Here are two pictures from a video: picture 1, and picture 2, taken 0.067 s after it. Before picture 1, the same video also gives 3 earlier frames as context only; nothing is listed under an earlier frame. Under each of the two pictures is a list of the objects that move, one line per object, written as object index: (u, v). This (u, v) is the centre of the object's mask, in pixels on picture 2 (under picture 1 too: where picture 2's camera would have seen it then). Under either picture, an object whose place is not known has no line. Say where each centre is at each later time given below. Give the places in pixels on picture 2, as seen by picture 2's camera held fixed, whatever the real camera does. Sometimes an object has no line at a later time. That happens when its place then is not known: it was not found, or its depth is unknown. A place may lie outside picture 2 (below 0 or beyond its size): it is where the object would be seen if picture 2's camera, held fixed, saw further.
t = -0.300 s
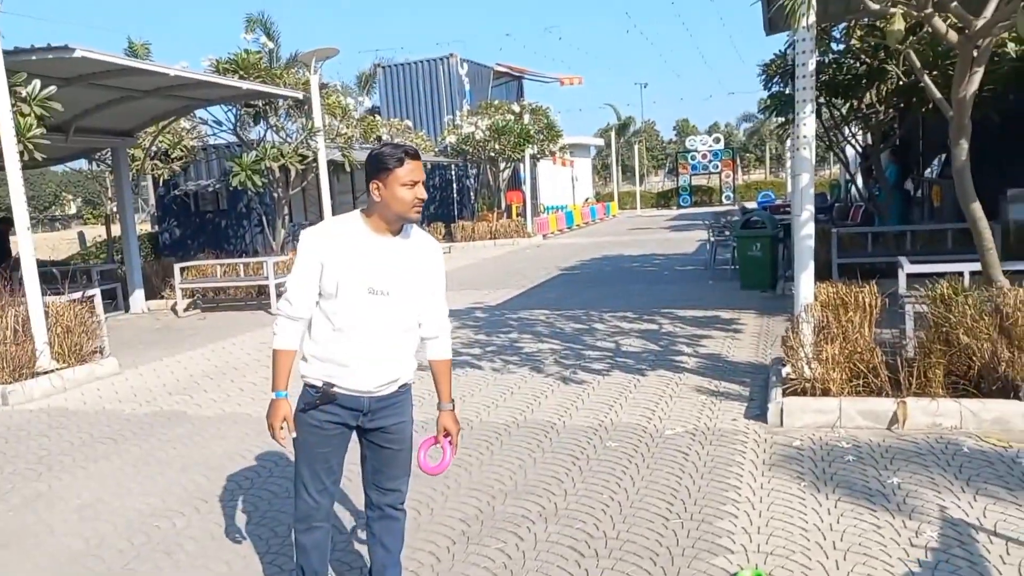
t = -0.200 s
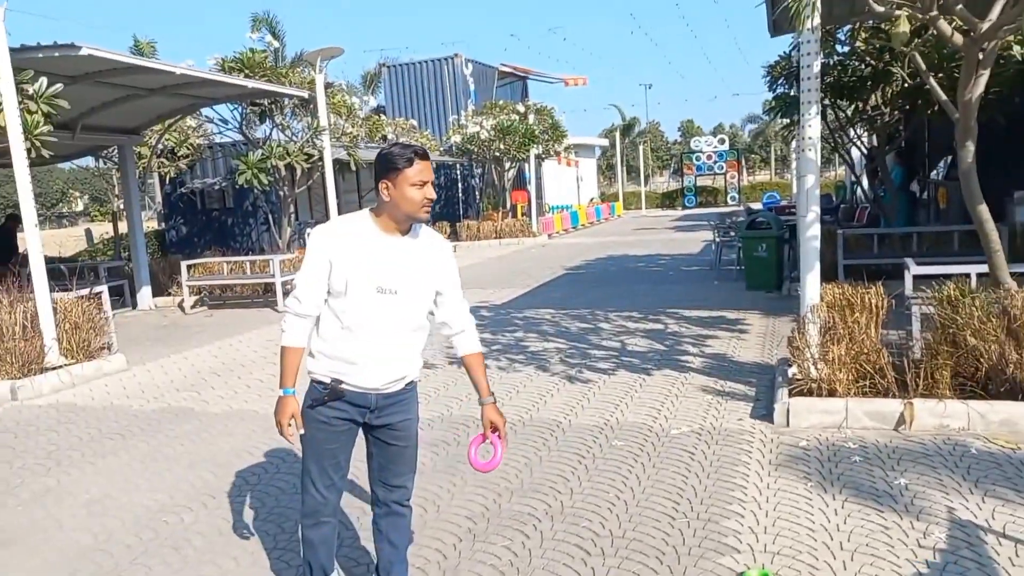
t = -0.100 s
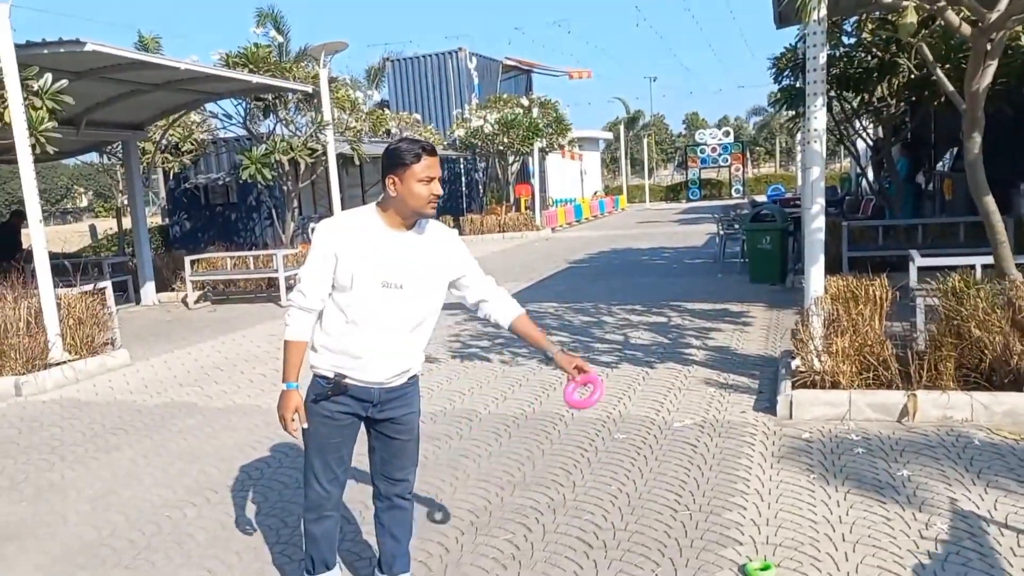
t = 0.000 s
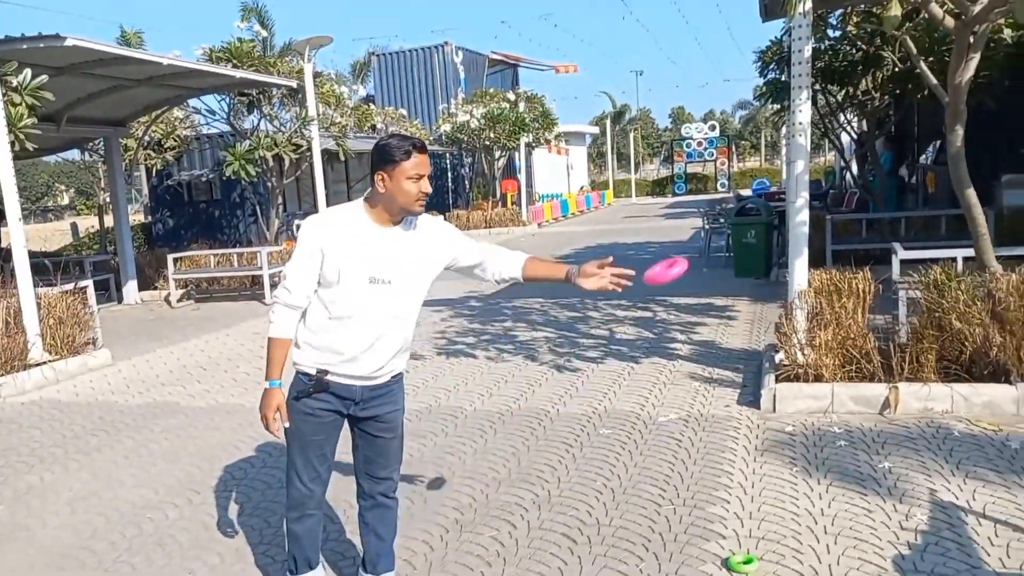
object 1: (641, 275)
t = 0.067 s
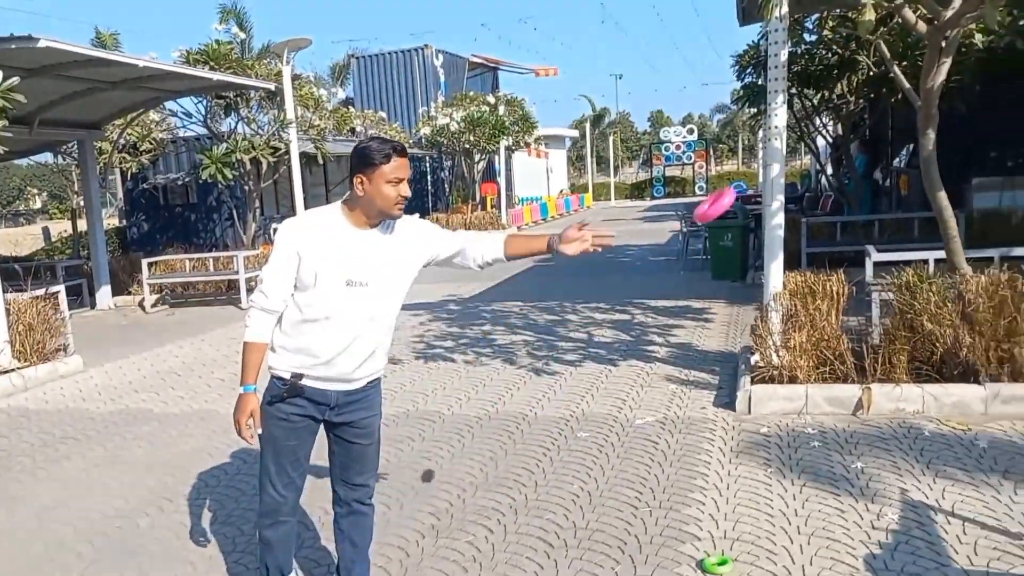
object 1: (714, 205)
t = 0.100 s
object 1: (755, 173)
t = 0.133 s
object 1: (796, 144)
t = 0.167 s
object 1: (839, 118)
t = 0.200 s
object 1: (883, 95)
